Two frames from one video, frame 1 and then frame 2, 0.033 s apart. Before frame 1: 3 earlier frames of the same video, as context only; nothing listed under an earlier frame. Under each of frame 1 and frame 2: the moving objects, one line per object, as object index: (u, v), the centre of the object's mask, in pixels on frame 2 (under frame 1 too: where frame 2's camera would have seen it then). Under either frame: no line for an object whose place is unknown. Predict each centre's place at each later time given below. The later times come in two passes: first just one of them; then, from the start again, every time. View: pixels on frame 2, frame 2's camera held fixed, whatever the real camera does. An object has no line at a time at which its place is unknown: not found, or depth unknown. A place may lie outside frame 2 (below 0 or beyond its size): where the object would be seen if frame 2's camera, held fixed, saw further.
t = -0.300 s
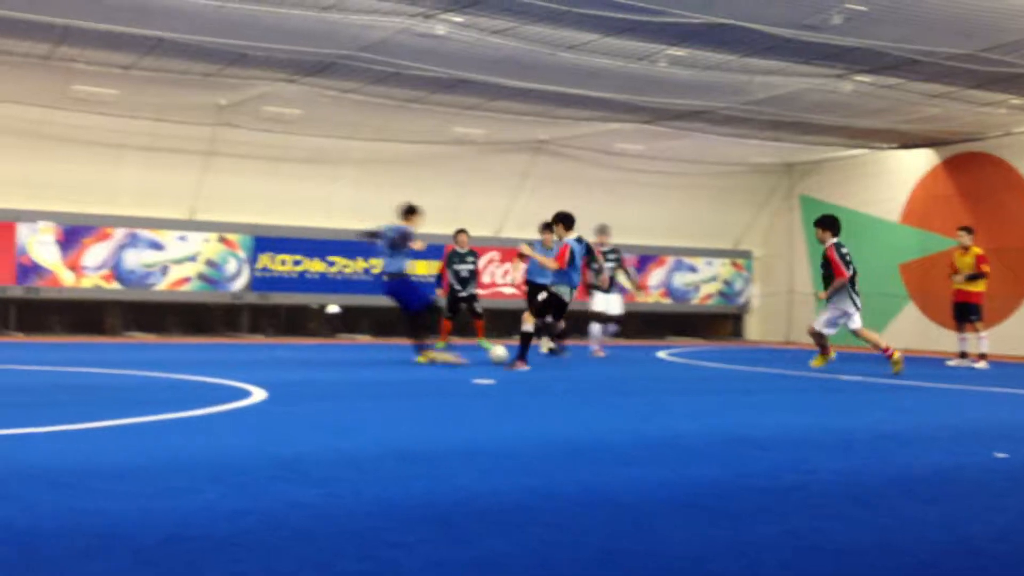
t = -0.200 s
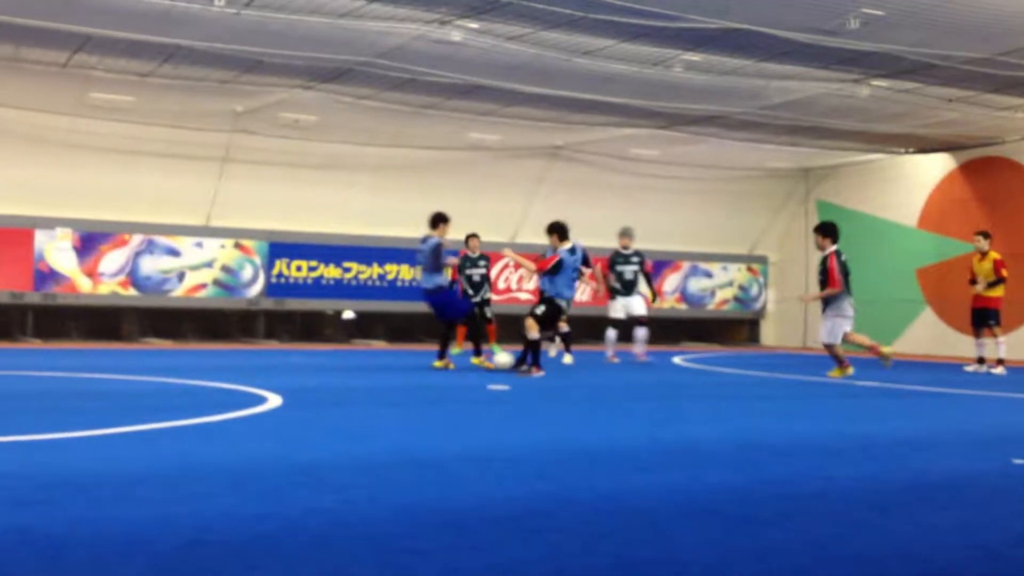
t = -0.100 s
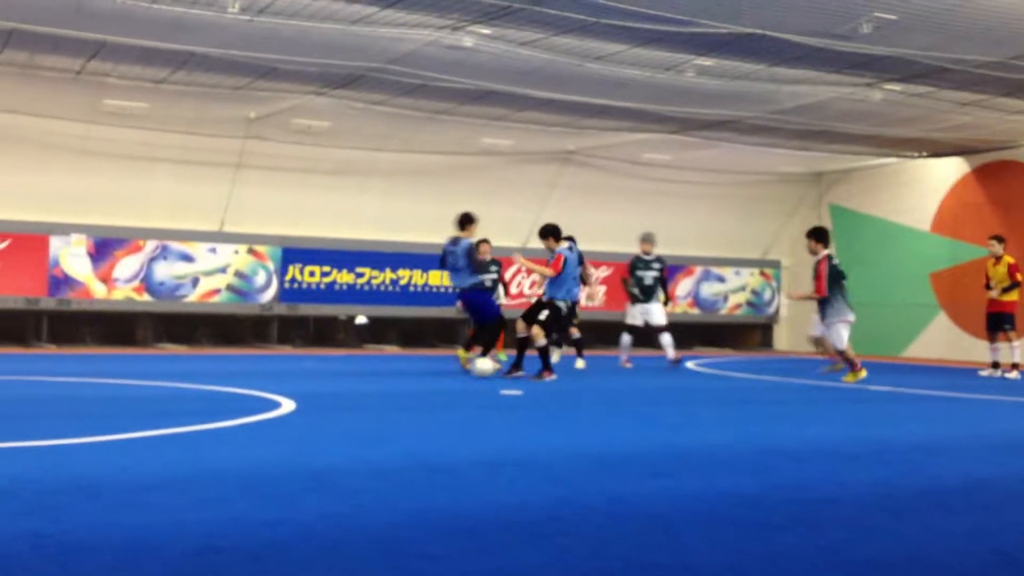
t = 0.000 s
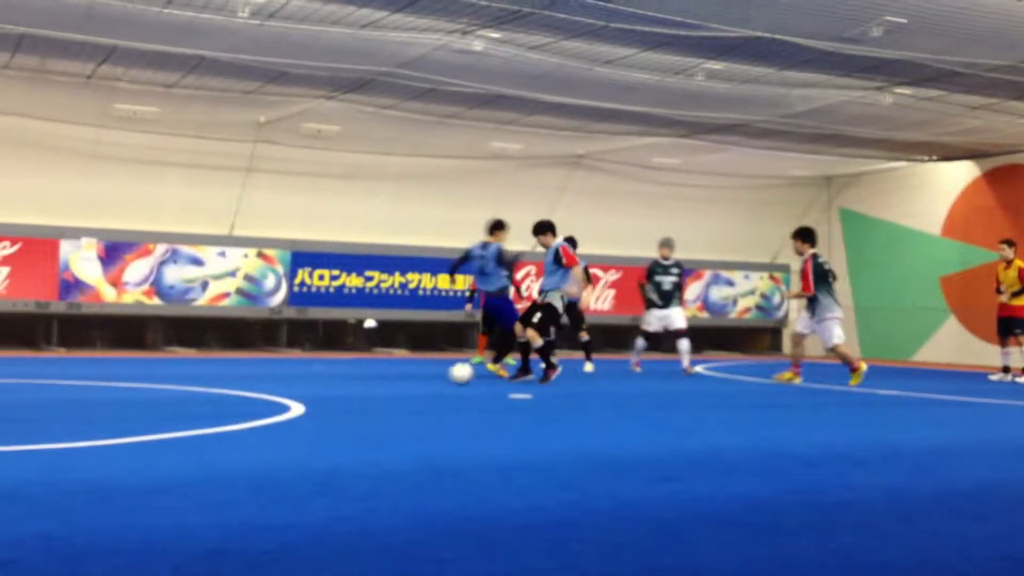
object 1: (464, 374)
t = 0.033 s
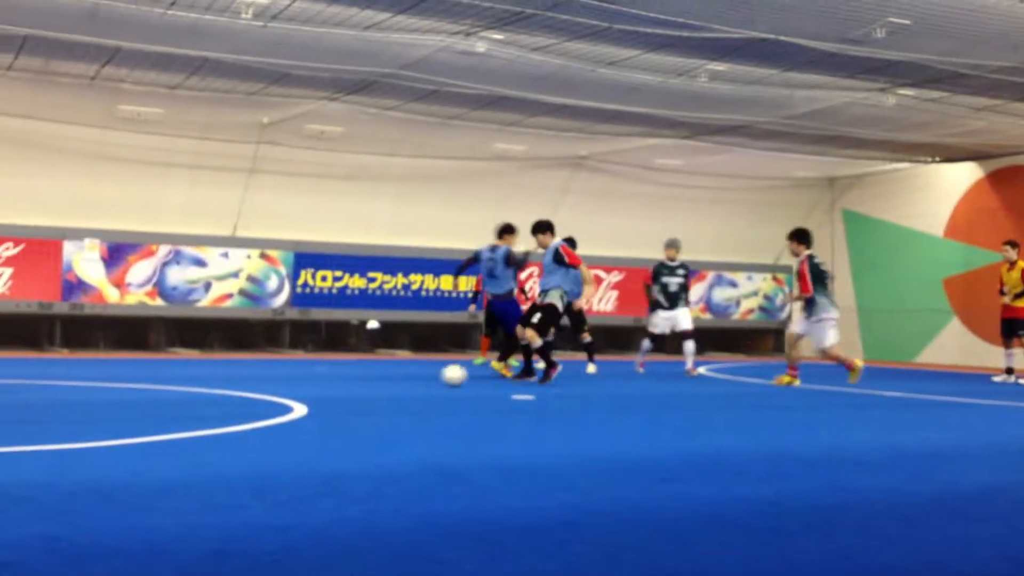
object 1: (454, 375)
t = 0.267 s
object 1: (395, 379)
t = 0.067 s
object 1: (444, 375)
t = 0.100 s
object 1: (436, 376)
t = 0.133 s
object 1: (427, 377)
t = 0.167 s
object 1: (418, 378)
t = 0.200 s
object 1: (410, 378)
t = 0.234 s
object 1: (402, 379)
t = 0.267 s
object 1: (395, 379)
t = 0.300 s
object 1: (388, 380)
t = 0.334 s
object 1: (381, 380)
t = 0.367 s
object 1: (374, 382)
